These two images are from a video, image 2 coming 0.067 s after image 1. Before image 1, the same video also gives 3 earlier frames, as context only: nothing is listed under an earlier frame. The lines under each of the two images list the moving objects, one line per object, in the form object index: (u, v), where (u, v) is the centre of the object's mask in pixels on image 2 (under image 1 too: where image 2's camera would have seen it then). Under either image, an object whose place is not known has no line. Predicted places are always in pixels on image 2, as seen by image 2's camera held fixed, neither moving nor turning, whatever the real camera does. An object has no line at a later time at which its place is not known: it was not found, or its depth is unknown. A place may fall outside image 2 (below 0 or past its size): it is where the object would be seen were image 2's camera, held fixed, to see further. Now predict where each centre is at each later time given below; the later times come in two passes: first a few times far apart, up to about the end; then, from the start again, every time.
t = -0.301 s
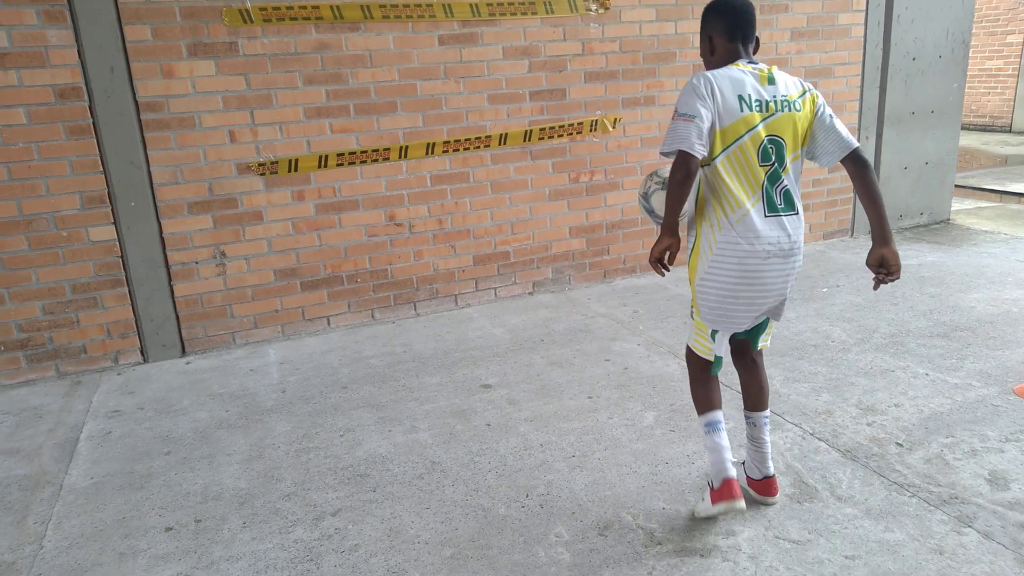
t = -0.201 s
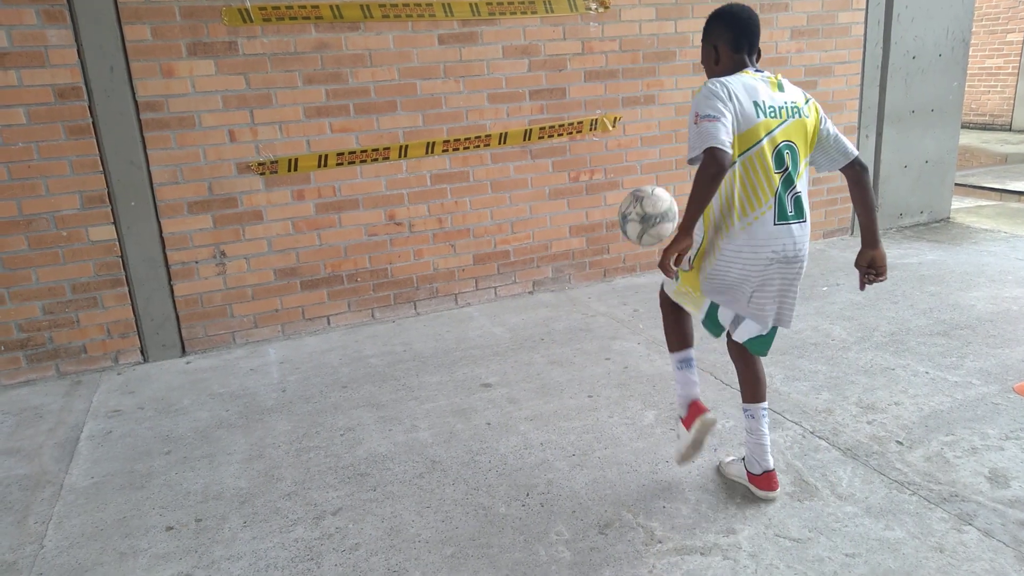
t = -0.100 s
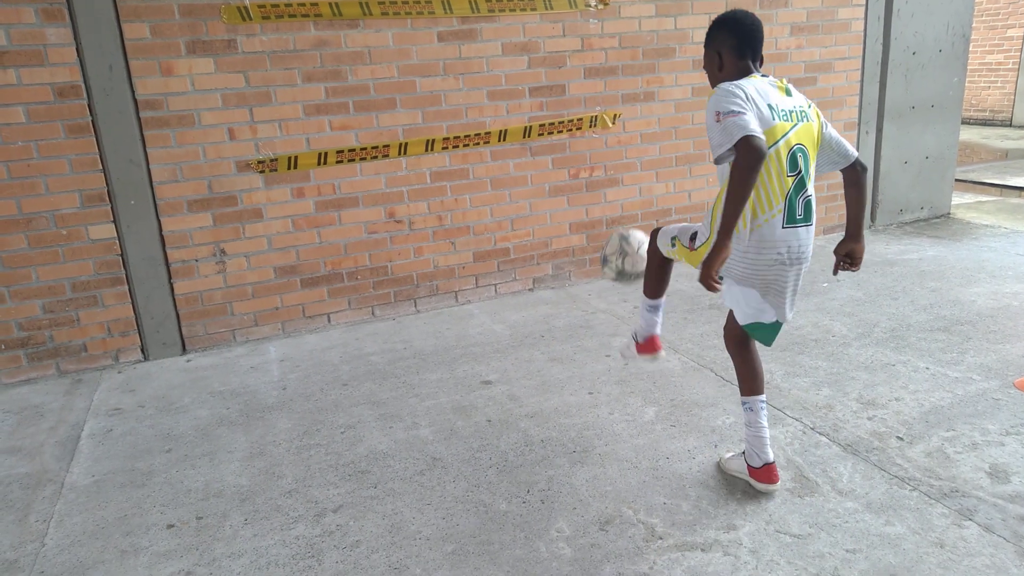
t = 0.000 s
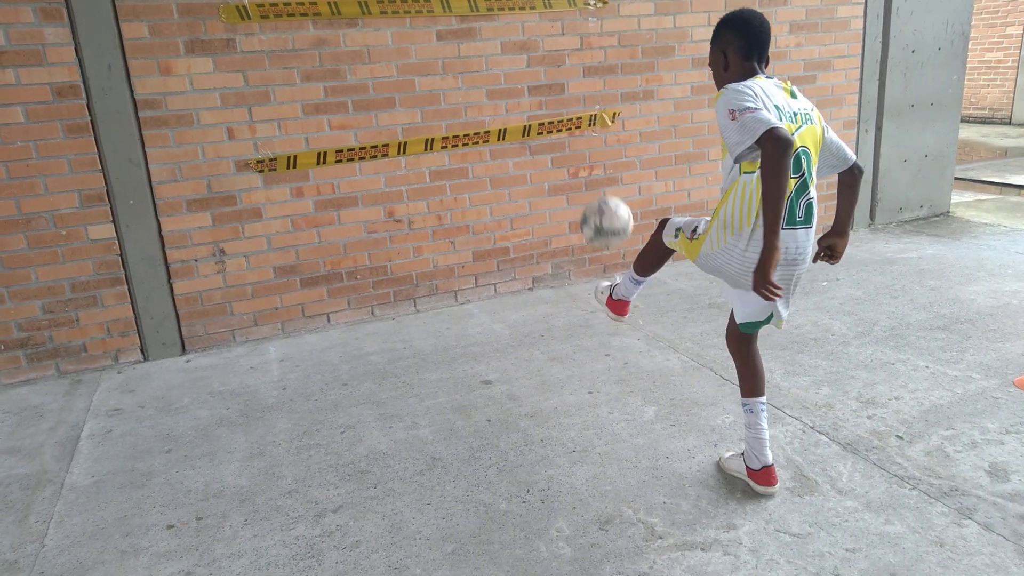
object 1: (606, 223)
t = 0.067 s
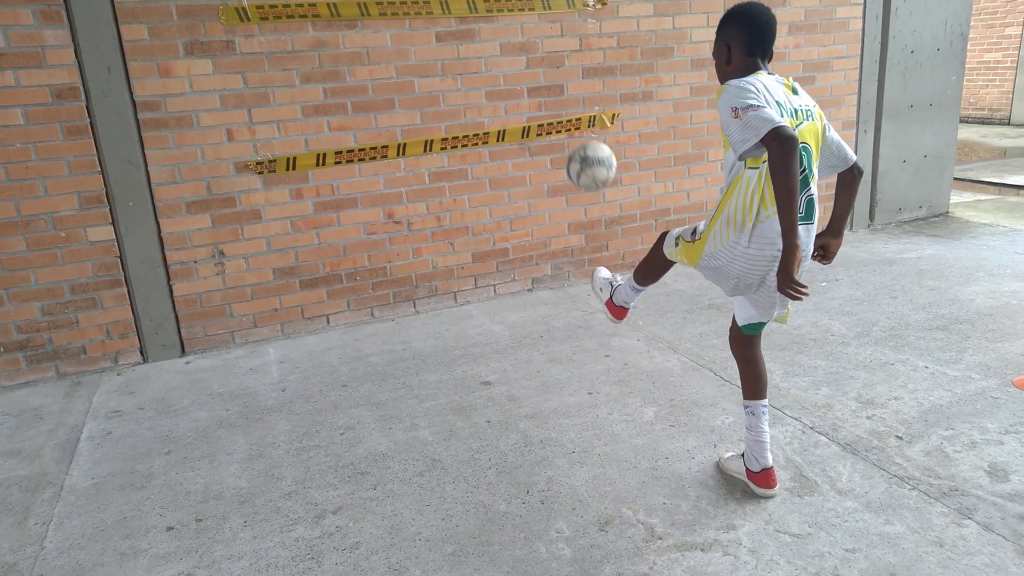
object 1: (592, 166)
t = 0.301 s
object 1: (553, 67)
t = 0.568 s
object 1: (583, 84)
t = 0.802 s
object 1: (668, 209)
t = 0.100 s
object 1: (585, 143)
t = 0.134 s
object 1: (579, 122)
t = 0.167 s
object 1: (573, 106)
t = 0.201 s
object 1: (568, 92)
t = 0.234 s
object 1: (562, 82)
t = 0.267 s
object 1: (558, 74)
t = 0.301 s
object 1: (553, 67)
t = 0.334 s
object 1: (549, 65)
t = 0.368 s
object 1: (545, 64)
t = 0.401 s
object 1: (542, 65)
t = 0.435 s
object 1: (542, 66)
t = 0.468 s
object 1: (552, 67)
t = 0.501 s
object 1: (562, 70)
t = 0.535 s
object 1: (573, 76)
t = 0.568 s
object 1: (583, 84)
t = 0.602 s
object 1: (594, 94)
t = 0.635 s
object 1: (605, 107)
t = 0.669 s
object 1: (617, 121)
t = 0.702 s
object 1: (629, 139)
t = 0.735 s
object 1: (642, 160)
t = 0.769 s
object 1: (654, 183)
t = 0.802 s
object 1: (668, 209)
